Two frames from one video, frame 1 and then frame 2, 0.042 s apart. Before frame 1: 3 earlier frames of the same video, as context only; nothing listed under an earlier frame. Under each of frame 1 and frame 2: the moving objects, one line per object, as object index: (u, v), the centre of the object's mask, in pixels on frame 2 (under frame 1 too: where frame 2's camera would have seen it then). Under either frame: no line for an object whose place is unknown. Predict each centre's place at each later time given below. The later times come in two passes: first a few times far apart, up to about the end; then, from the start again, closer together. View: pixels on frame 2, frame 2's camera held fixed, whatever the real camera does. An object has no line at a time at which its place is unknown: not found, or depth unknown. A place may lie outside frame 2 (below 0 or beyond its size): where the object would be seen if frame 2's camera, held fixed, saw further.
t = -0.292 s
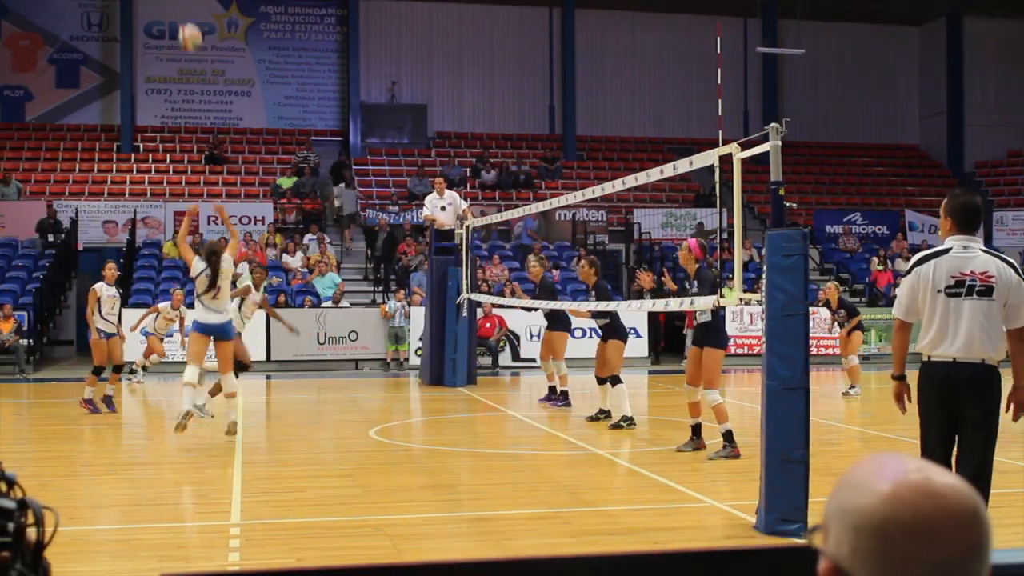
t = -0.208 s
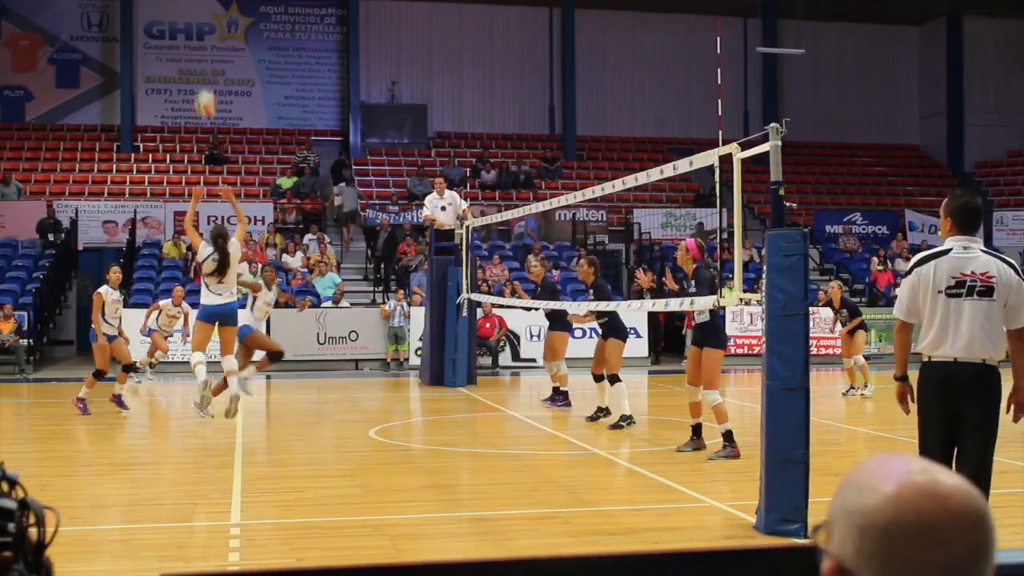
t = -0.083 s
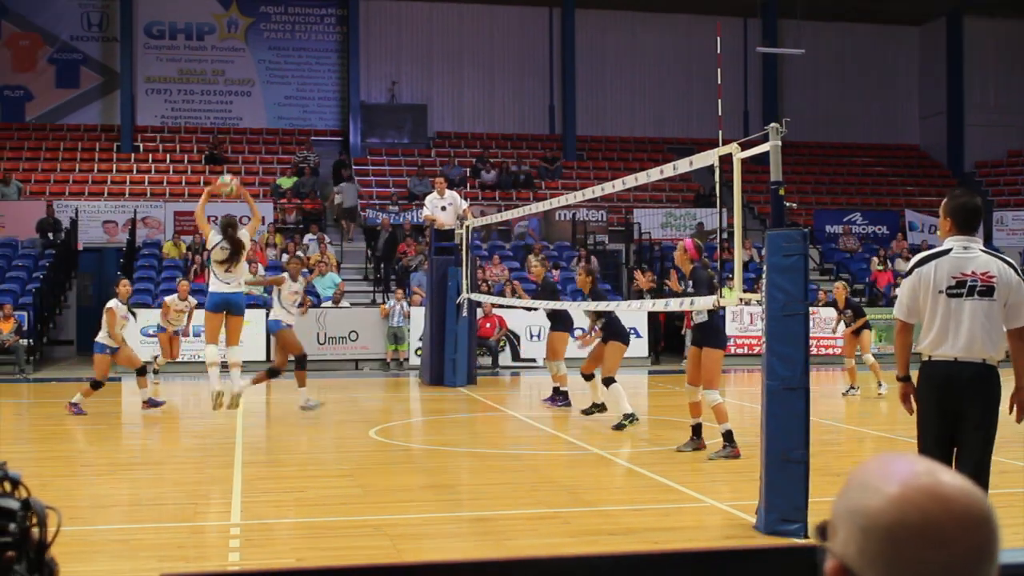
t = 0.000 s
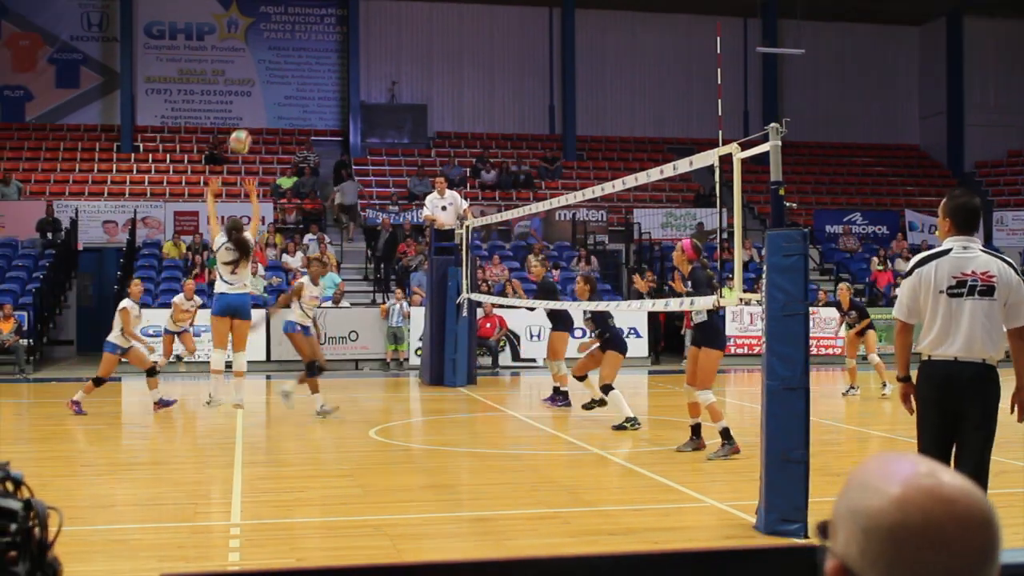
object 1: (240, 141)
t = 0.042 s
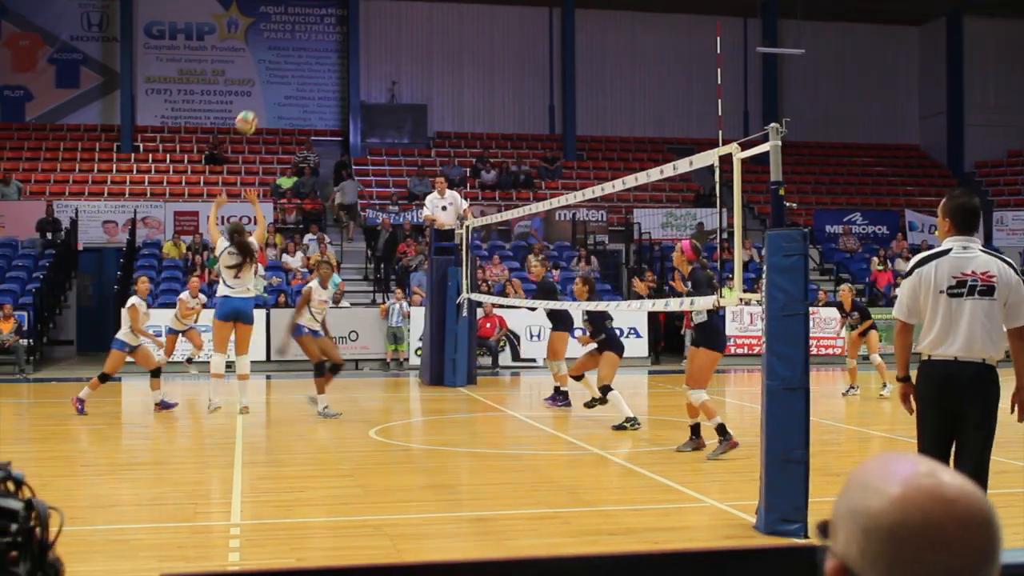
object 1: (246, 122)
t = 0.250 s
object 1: (274, 61)
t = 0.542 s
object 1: (304, 53)
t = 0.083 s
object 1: (253, 105)
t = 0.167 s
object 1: (264, 79)
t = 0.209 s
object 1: (269, 69)
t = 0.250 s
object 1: (274, 61)
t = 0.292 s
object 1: (279, 55)
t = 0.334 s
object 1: (284, 51)
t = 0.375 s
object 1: (288, 48)
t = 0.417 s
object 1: (292, 47)
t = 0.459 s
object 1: (296, 47)
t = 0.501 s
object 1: (300, 49)
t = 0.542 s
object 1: (304, 53)
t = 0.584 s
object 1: (308, 57)
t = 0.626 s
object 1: (311, 63)
